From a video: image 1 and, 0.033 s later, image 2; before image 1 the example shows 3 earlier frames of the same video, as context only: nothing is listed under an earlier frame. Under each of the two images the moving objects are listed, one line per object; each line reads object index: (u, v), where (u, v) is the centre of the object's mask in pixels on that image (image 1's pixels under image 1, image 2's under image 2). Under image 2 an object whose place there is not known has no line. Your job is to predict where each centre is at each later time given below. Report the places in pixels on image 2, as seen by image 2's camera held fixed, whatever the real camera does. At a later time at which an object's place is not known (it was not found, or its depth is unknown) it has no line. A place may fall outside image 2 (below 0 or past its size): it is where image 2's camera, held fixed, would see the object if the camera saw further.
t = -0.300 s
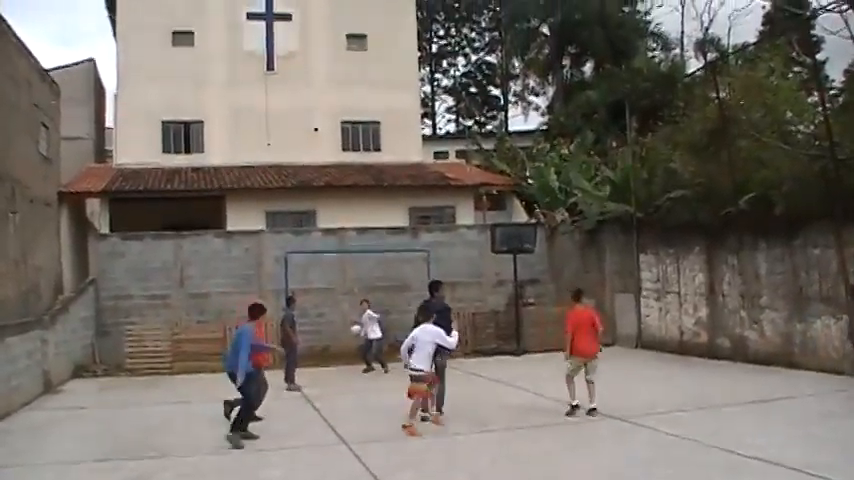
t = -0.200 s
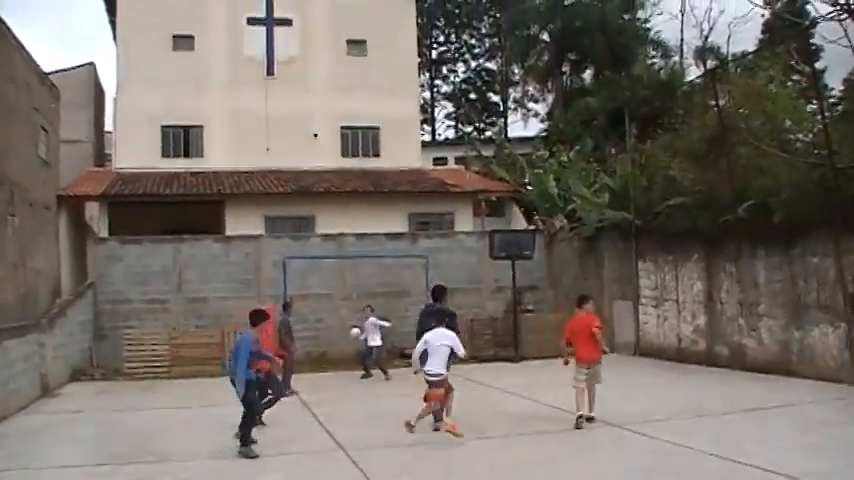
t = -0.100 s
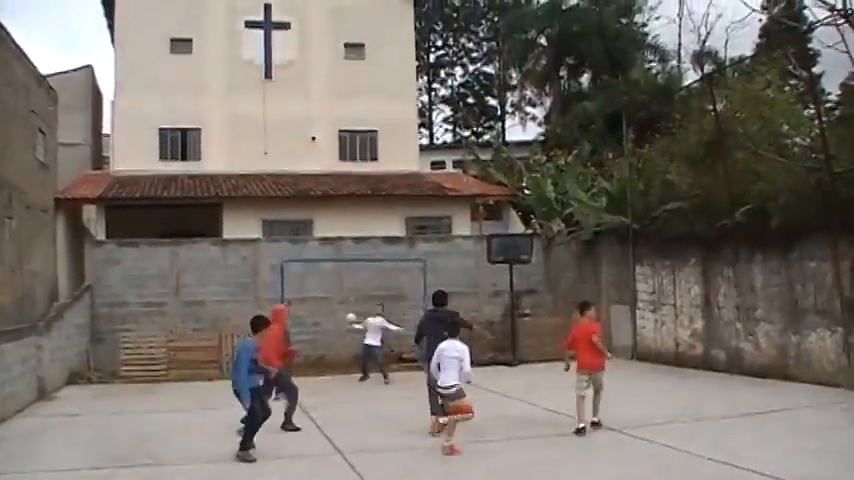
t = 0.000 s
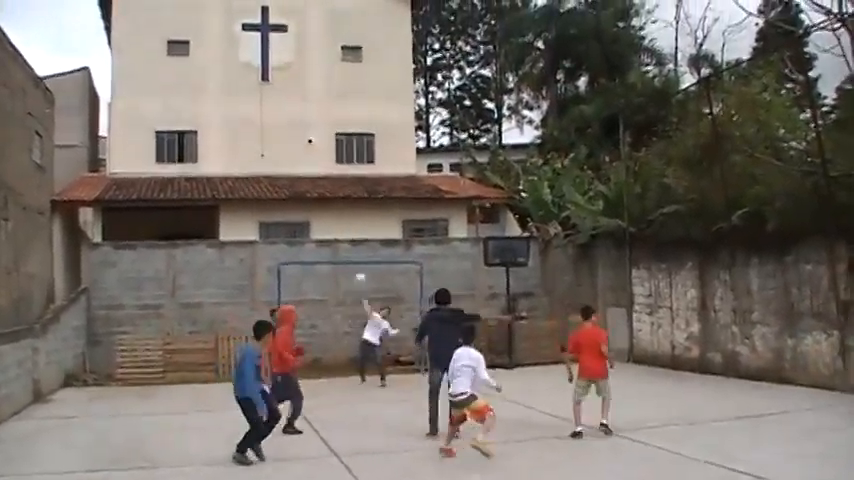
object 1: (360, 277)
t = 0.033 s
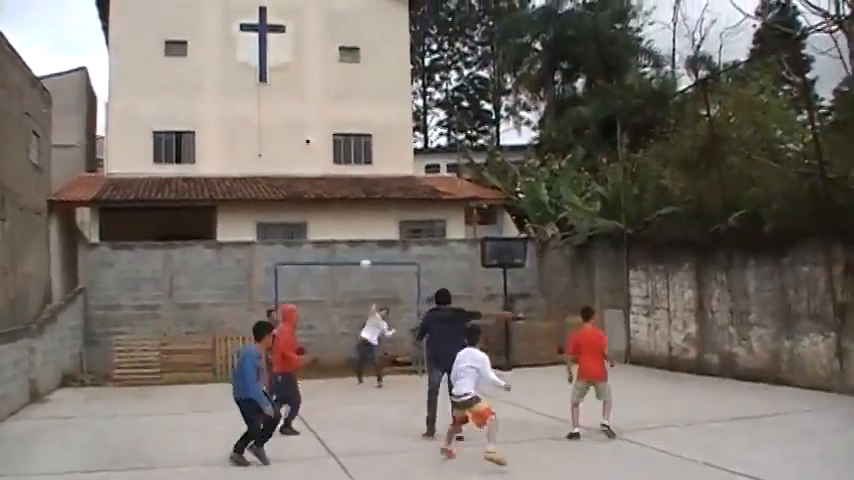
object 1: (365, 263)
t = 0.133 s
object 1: (392, 219)
